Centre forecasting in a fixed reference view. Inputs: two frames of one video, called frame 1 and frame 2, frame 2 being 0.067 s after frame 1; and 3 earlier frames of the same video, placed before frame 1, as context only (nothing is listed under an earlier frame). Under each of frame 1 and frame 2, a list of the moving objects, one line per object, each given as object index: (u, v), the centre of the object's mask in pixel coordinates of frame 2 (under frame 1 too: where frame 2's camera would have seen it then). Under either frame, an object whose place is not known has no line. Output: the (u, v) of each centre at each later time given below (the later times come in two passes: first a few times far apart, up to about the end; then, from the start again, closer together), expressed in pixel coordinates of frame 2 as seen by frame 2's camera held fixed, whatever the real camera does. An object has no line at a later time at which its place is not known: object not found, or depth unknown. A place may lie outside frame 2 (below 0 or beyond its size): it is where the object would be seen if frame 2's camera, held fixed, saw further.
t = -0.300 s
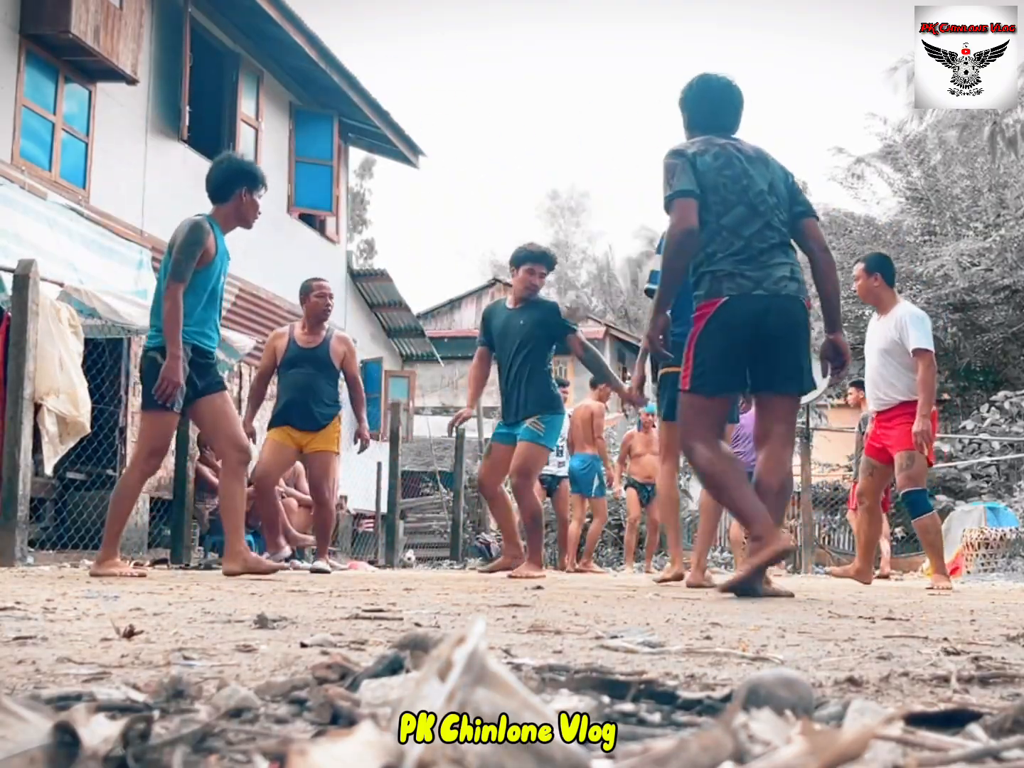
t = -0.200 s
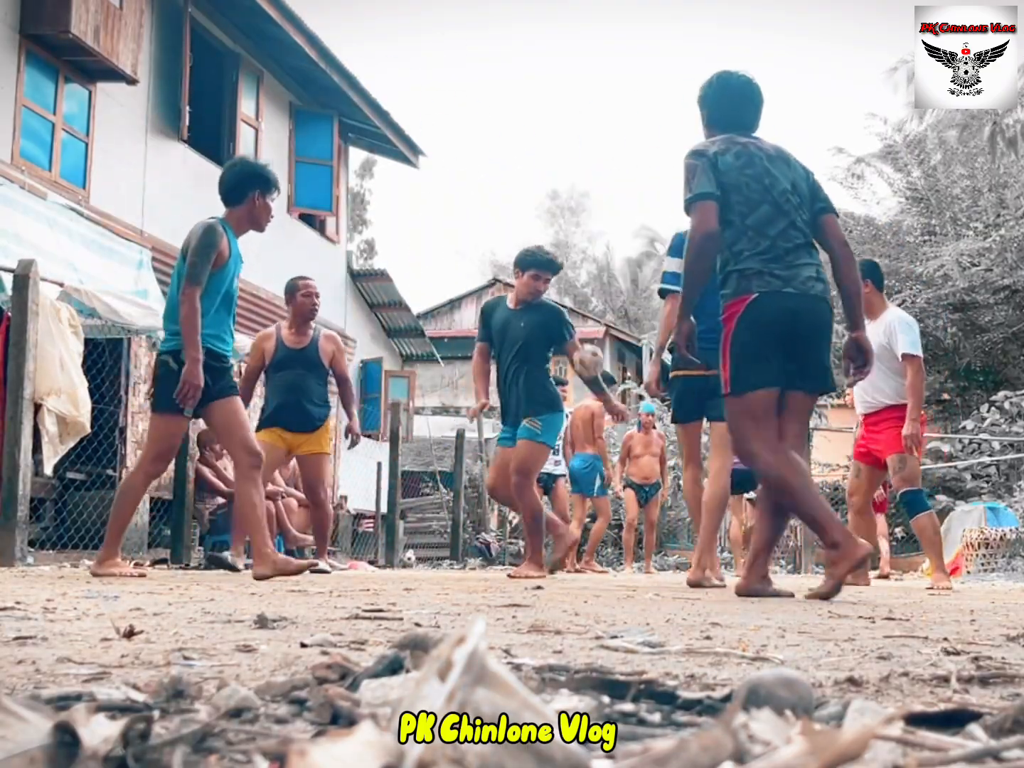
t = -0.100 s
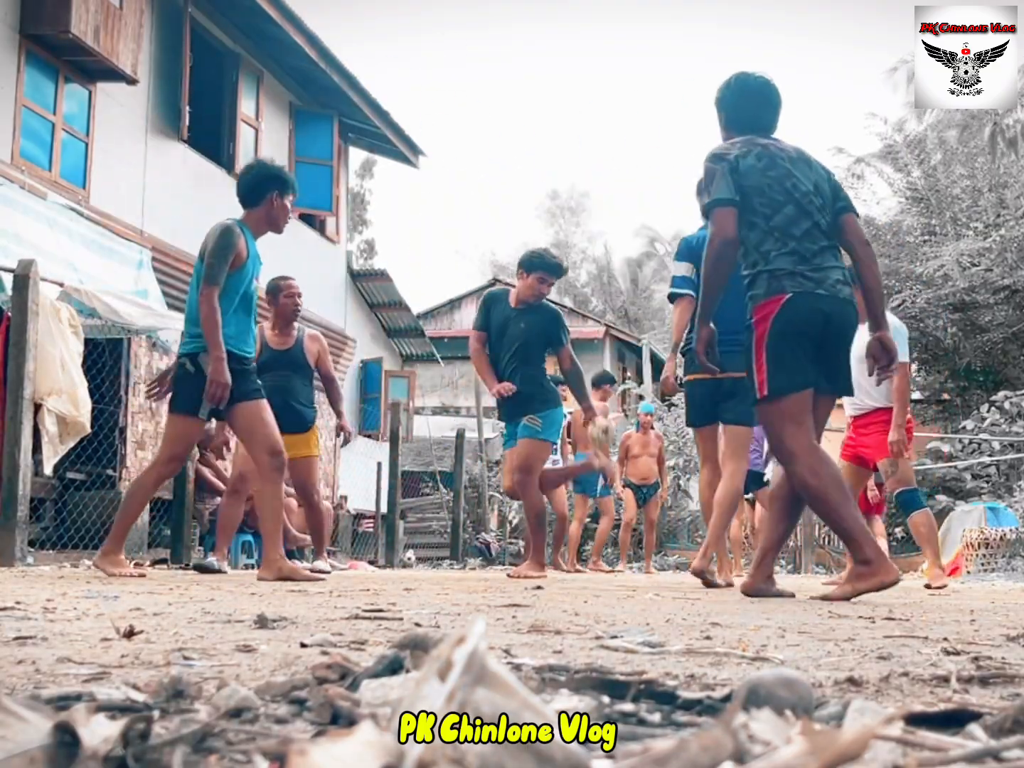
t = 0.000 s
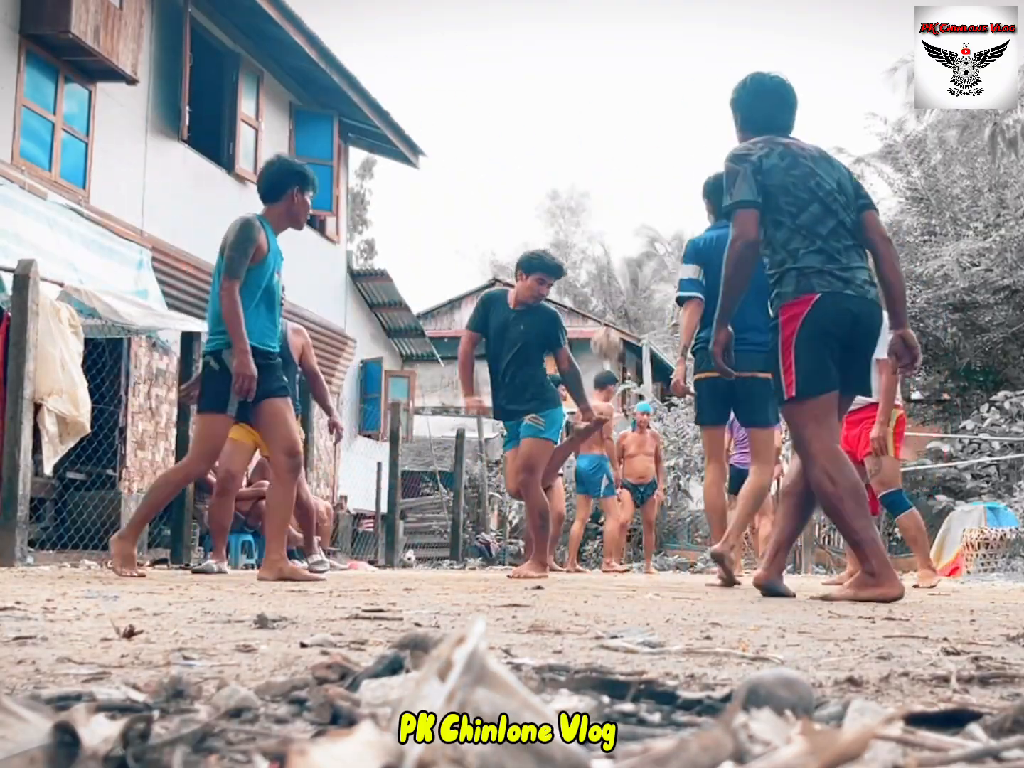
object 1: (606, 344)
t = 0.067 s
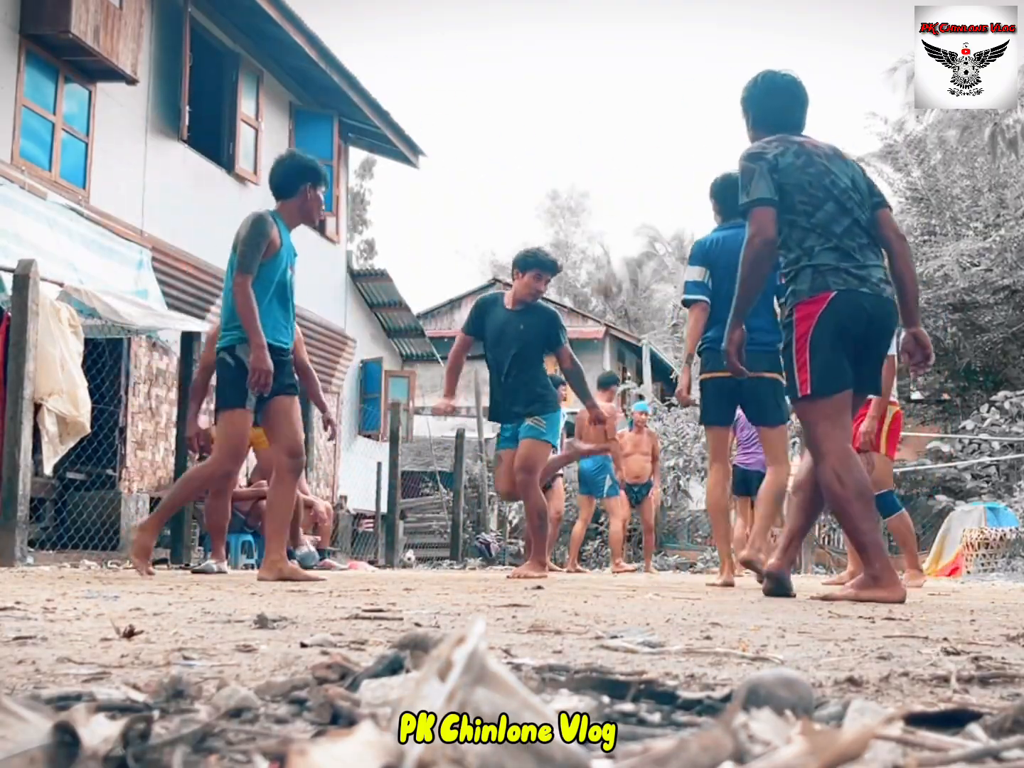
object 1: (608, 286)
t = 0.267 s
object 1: (614, 151)
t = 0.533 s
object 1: (620, 94)
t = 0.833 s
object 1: (624, 209)
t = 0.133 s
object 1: (610, 232)
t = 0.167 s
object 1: (611, 208)
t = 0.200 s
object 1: (612, 187)
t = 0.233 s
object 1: (613, 168)
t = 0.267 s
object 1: (614, 151)
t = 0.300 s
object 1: (615, 137)
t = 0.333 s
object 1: (615, 124)
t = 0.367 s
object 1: (616, 114)
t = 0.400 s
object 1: (617, 105)
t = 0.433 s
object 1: (618, 99)
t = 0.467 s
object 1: (619, 95)
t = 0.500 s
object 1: (620, 94)
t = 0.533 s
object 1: (620, 94)
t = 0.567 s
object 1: (621, 97)
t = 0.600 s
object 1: (622, 103)
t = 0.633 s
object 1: (622, 111)
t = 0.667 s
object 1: (622, 121)
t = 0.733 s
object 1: (623, 149)
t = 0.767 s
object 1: (624, 166)
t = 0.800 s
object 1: (624, 186)
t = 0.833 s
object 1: (624, 209)
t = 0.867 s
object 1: (625, 234)
